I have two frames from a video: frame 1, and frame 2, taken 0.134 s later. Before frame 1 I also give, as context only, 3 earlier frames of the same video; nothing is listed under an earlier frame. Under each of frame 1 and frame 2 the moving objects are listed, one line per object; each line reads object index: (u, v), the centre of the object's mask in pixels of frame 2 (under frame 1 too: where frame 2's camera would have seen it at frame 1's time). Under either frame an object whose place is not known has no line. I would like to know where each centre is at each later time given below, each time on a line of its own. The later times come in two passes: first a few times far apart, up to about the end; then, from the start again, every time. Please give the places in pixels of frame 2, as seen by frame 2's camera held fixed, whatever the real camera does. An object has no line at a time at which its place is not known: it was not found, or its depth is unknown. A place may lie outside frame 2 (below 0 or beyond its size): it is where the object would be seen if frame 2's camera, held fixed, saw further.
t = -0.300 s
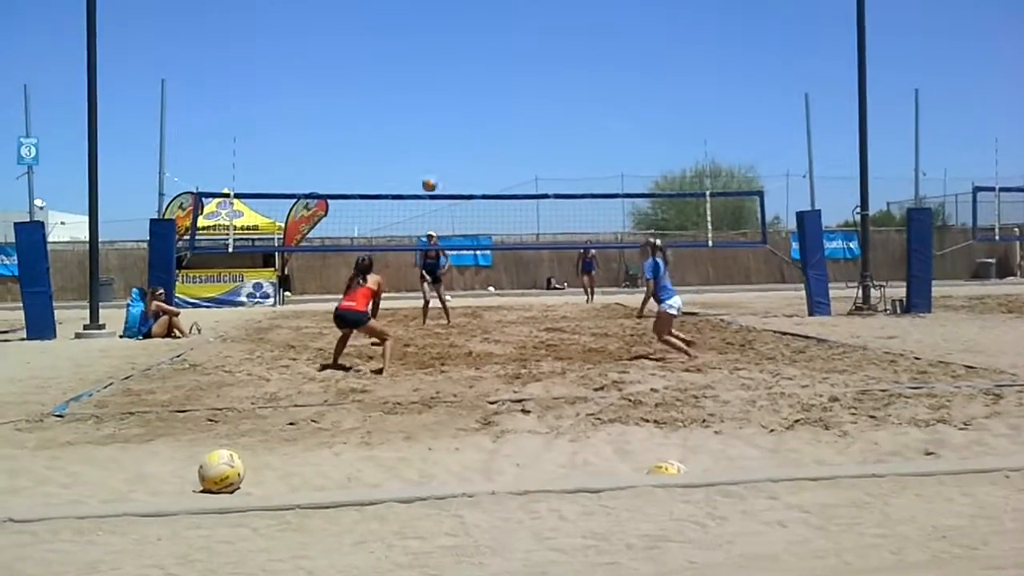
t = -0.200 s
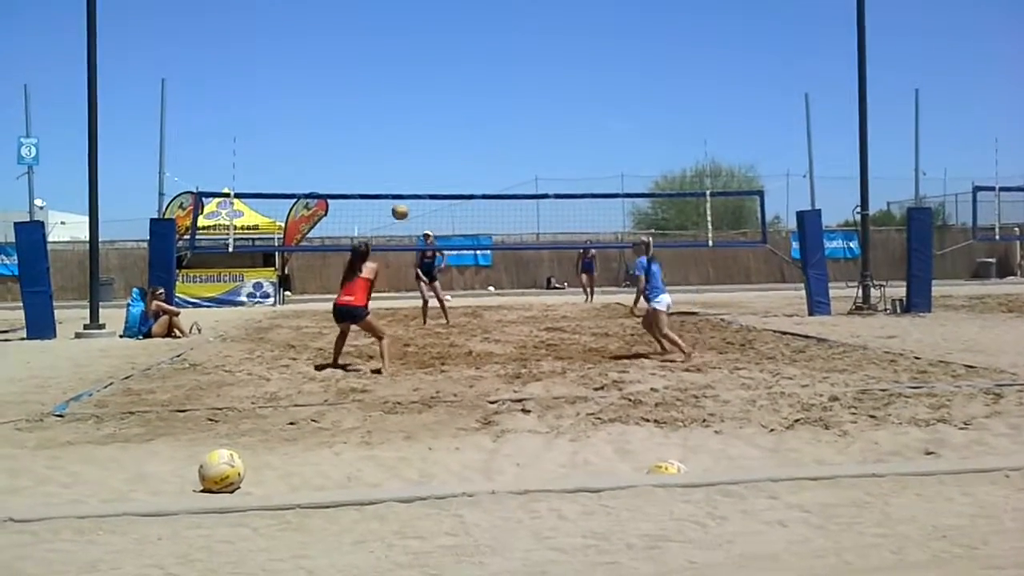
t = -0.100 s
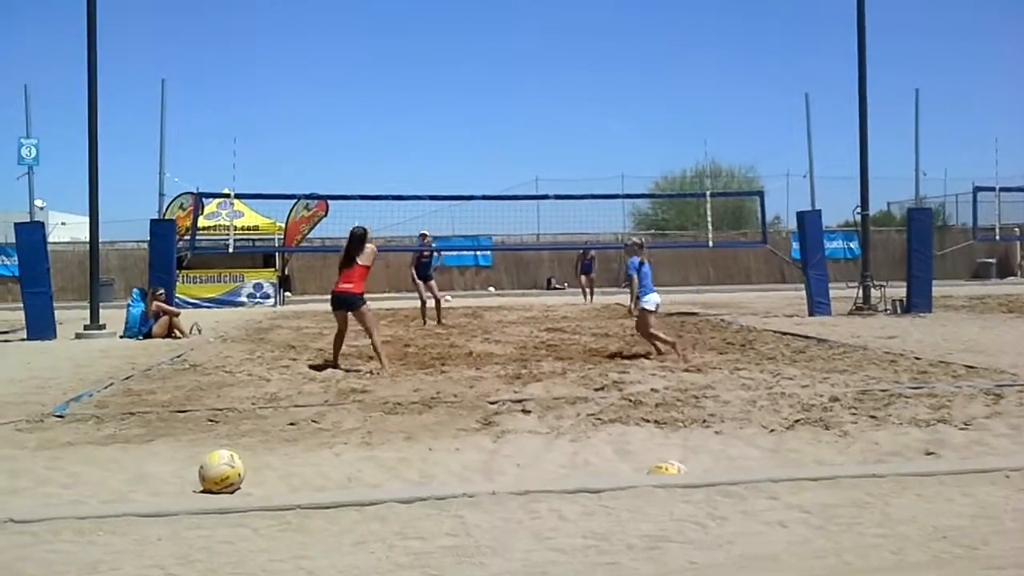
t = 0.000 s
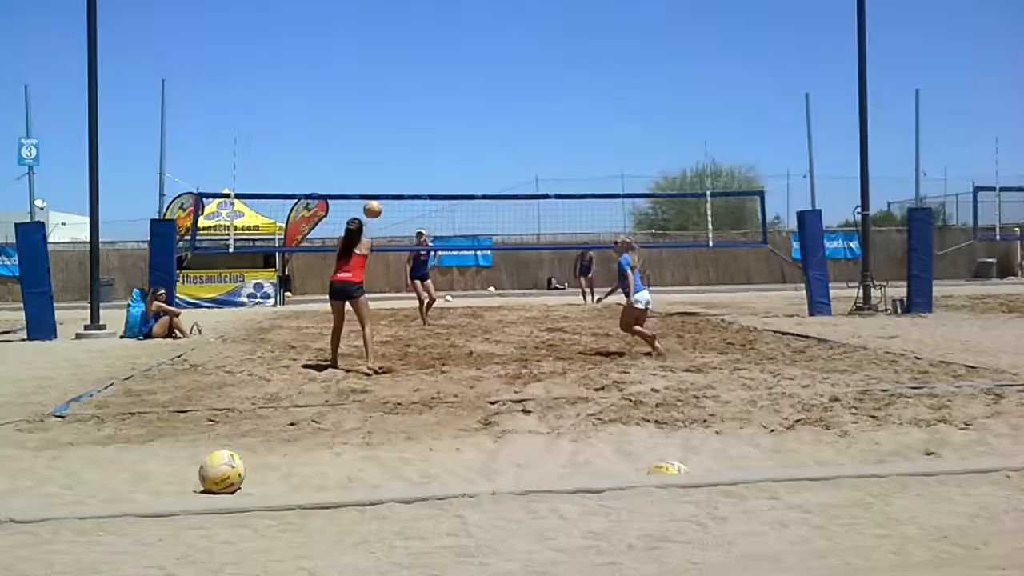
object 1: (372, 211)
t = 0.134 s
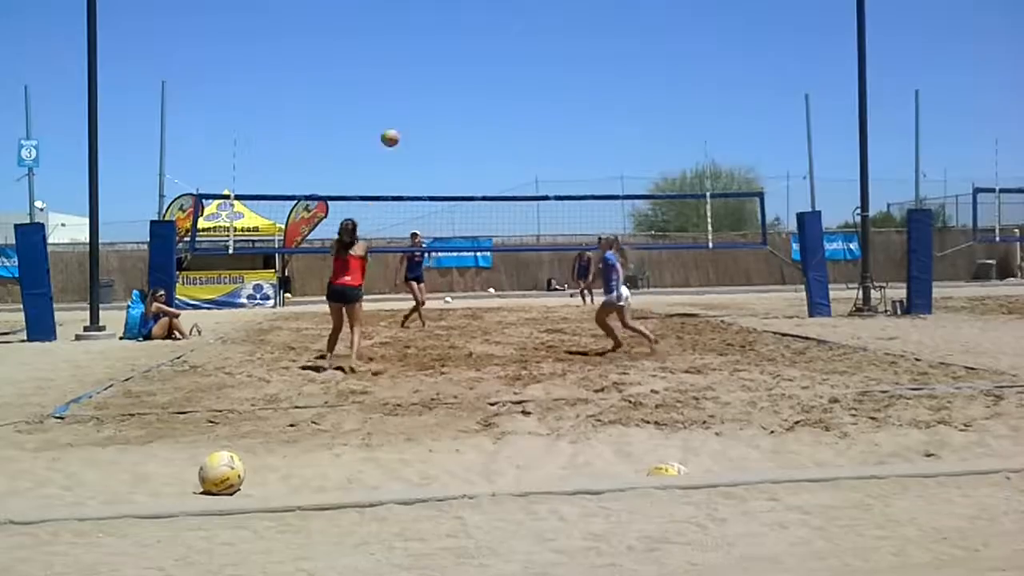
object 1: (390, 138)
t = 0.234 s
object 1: (402, 94)
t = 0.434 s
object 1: (428, 33)
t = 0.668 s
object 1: (457, 2)
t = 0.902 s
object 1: (485, 13)
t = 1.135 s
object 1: (512, 60)
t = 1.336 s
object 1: (534, 128)
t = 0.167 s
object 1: (394, 122)
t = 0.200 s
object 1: (399, 108)
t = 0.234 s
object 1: (402, 94)
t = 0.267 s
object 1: (407, 82)
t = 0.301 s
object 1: (411, 70)
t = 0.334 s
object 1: (416, 59)
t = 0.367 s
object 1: (420, 50)
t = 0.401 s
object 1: (424, 41)
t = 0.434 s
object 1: (428, 33)
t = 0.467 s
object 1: (432, 26)
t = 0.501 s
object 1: (436, 20)
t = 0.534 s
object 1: (440, 14)
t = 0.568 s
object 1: (444, 10)
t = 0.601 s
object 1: (449, 6)
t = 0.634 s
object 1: (453, 4)
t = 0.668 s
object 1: (457, 2)
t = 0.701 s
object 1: (461, 2)
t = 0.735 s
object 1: (465, 2)
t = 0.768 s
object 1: (469, 2)
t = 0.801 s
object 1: (473, 3)
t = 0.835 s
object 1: (477, 5)
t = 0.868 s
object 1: (480, 8)
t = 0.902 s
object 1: (485, 13)
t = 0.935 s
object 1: (488, 17)
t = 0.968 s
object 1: (492, 23)
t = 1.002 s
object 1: (496, 29)
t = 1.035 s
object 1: (500, 35)
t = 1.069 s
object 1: (504, 43)
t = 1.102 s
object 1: (507, 51)
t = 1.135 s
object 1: (512, 60)
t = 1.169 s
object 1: (515, 70)
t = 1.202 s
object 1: (519, 80)
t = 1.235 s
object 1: (523, 91)
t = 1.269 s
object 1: (526, 102)
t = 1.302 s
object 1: (530, 115)
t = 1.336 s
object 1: (534, 128)
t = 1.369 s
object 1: (538, 141)
